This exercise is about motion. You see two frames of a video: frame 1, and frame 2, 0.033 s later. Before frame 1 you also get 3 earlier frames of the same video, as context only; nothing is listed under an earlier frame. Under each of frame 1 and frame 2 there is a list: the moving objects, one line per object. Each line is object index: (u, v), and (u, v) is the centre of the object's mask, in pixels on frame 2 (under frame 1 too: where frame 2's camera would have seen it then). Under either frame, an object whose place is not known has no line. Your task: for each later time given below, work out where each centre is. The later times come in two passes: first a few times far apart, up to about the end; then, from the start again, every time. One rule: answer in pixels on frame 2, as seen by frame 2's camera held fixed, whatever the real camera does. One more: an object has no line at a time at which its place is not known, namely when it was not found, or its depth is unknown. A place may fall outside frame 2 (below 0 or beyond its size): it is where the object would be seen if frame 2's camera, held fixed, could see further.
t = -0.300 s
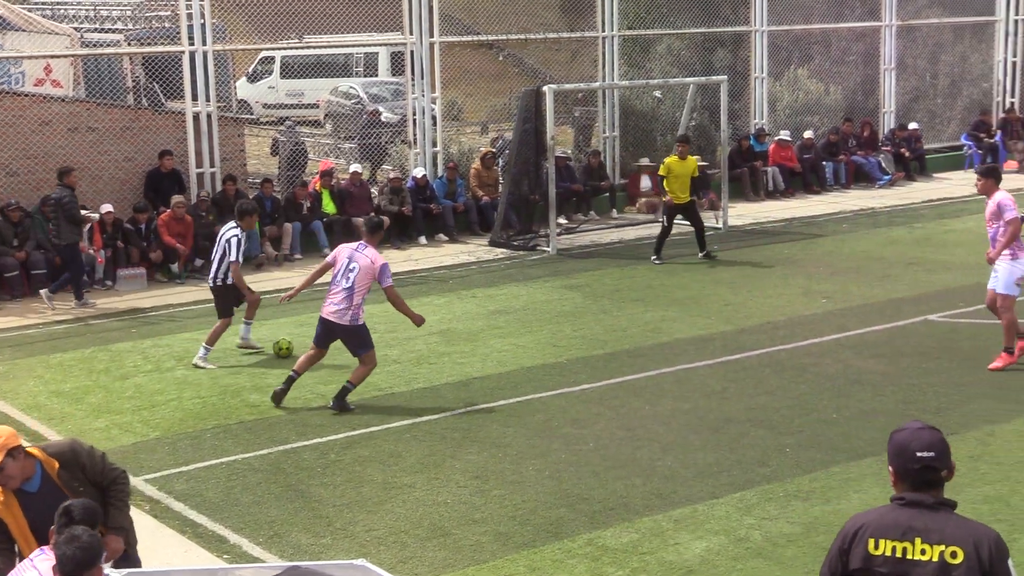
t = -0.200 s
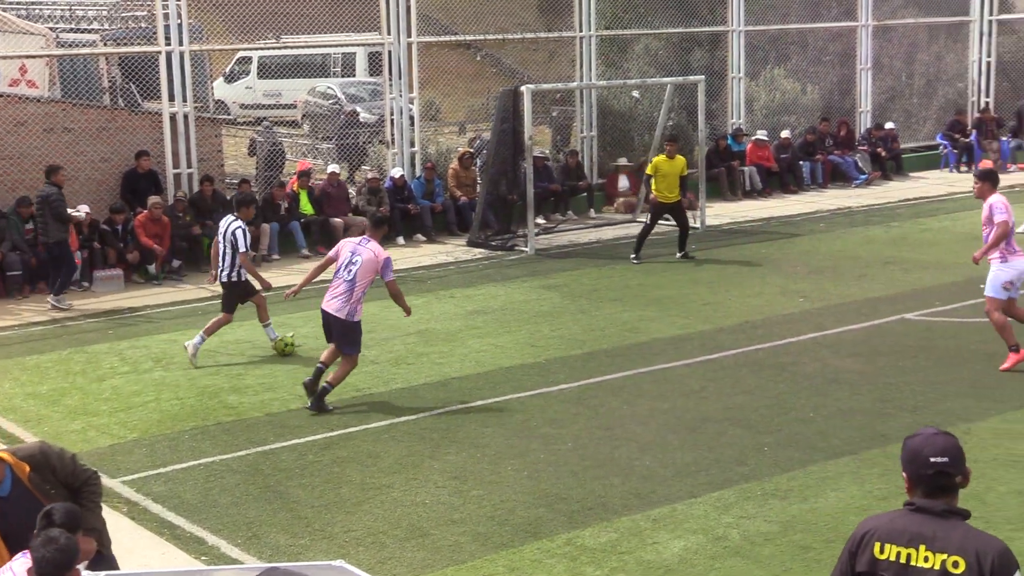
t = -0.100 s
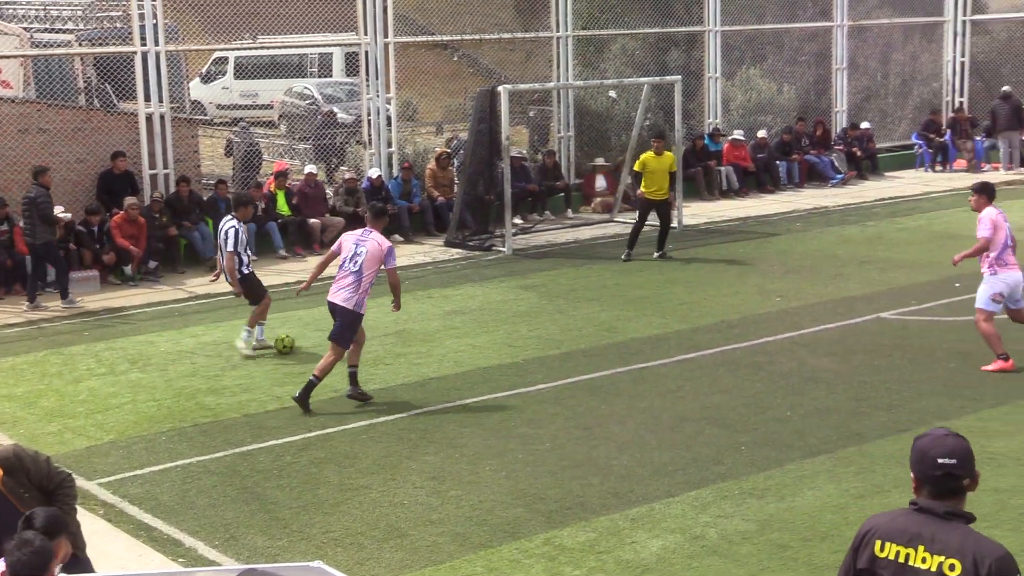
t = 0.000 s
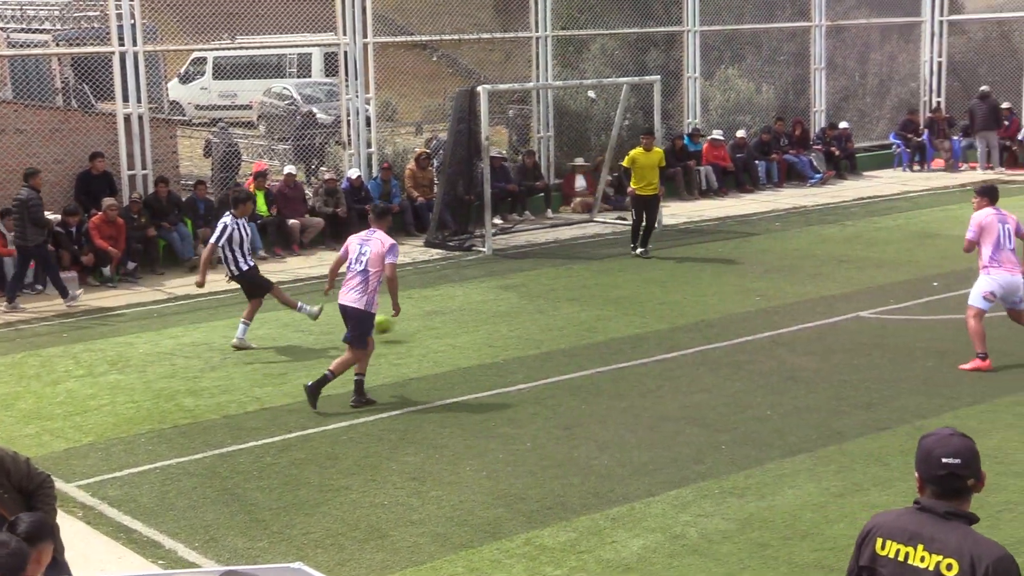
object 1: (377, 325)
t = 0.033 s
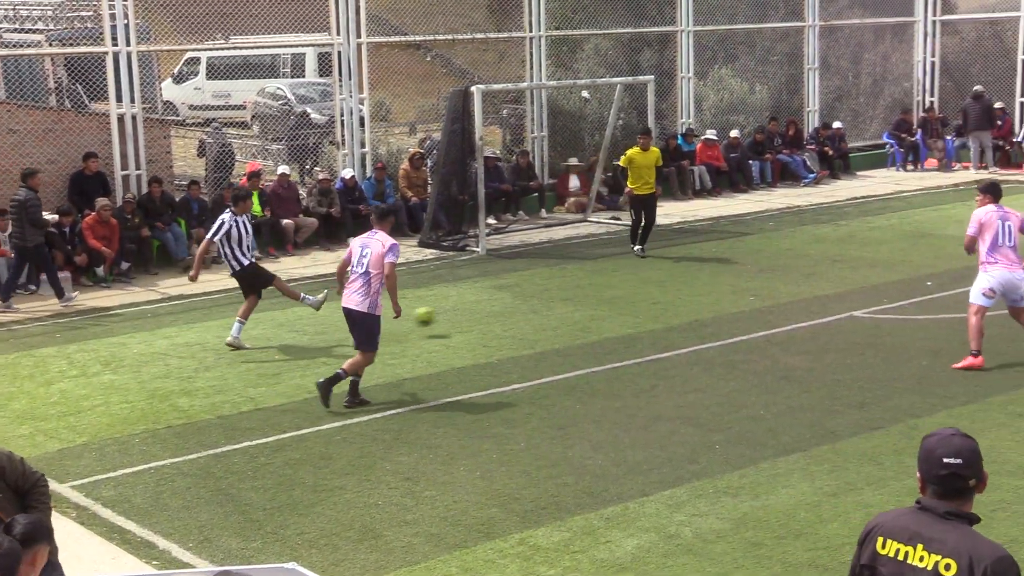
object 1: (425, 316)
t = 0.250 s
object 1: (706, 290)
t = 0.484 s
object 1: (940, 261)
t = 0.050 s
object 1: (448, 313)
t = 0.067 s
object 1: (471, 311)
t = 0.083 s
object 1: (495, 308)
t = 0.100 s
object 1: (517, 306)
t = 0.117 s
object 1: (540, 304)
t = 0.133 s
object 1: (563, 302)
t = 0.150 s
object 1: (585, 301)
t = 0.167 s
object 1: (607, 300)
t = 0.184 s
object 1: (628, 299)
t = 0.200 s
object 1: (650, 300)
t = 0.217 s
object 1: (670, 298)
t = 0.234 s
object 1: (688, 295)
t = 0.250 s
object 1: (706, 290)
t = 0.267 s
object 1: (724, 286)
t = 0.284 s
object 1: (741, 283)
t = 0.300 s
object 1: (759, 280)
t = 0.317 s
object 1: (776, 277)
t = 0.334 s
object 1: (793, 274)
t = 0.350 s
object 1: (810, 272)
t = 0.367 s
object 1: (827, 270)
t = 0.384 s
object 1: (843, 268)
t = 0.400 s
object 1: (860, 266)
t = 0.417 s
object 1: (876, 264)
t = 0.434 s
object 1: (892, 263)
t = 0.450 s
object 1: (908, 263)
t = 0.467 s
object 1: (924, 262)
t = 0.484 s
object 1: (940, 261)
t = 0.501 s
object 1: (954, 258)
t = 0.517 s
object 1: (968, 254)
